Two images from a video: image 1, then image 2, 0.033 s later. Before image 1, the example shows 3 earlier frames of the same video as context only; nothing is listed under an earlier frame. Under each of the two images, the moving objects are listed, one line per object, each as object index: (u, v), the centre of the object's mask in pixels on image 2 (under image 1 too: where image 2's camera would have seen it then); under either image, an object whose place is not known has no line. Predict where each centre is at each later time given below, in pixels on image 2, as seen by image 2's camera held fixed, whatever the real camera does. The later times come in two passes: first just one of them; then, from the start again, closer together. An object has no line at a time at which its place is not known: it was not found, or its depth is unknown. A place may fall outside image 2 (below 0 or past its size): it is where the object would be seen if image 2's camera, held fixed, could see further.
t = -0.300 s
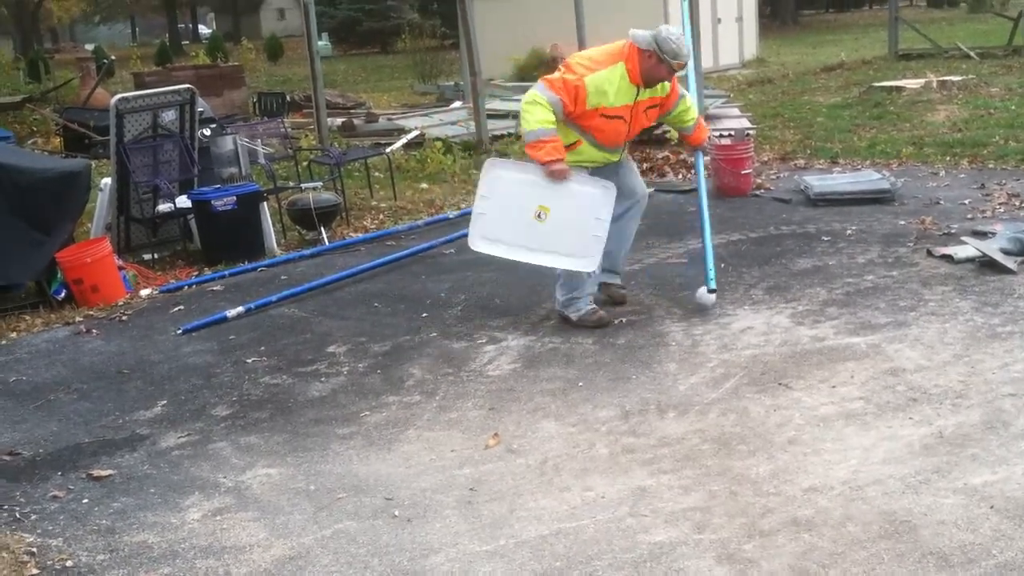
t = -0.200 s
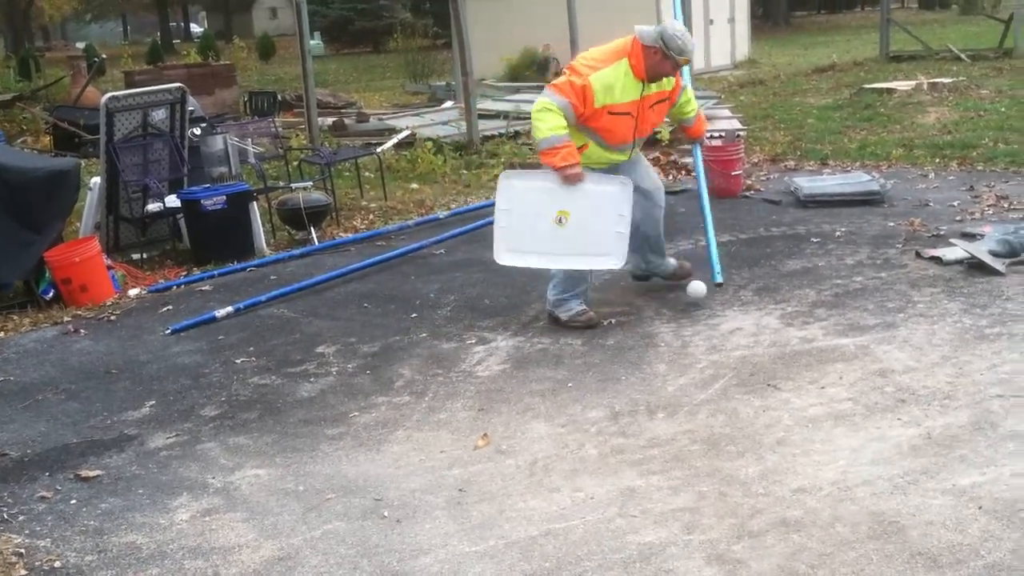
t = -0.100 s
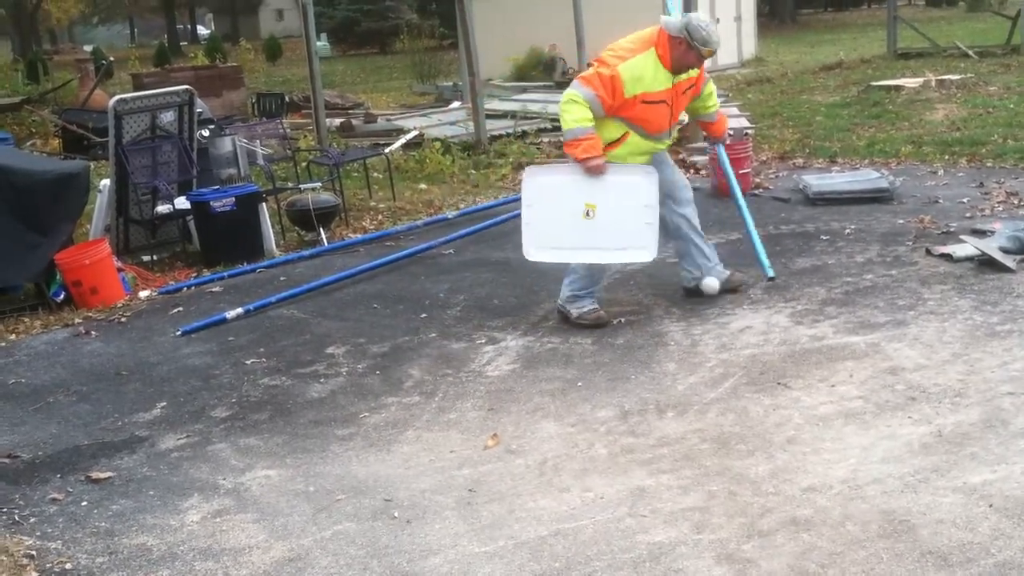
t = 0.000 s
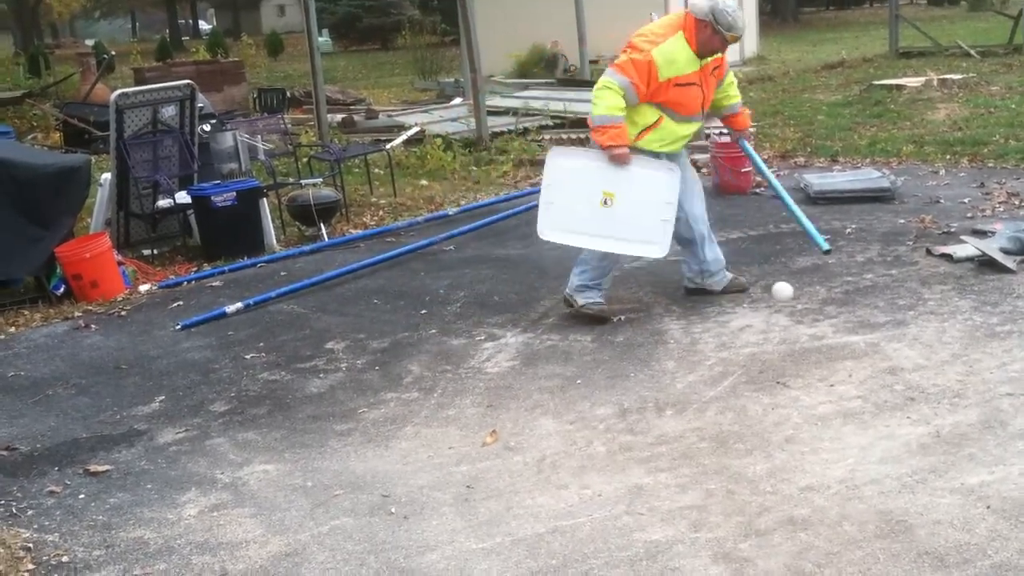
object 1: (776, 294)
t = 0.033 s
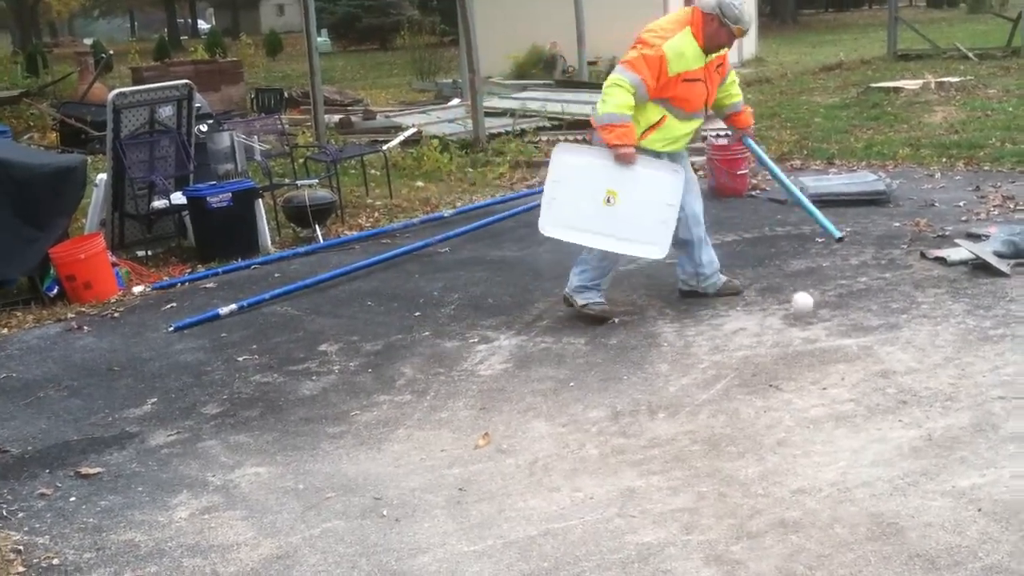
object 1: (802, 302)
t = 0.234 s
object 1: (962, 334)
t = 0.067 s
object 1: (828, 313)
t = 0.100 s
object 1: (854, 317)
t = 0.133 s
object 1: (881, 316)
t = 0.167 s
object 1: (908, 318)
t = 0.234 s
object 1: (962, 334)
